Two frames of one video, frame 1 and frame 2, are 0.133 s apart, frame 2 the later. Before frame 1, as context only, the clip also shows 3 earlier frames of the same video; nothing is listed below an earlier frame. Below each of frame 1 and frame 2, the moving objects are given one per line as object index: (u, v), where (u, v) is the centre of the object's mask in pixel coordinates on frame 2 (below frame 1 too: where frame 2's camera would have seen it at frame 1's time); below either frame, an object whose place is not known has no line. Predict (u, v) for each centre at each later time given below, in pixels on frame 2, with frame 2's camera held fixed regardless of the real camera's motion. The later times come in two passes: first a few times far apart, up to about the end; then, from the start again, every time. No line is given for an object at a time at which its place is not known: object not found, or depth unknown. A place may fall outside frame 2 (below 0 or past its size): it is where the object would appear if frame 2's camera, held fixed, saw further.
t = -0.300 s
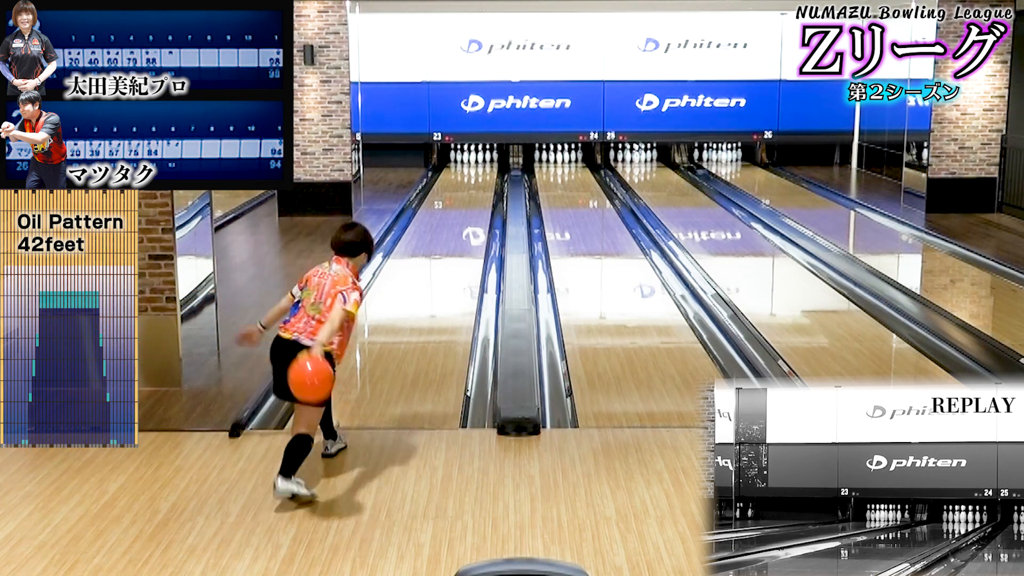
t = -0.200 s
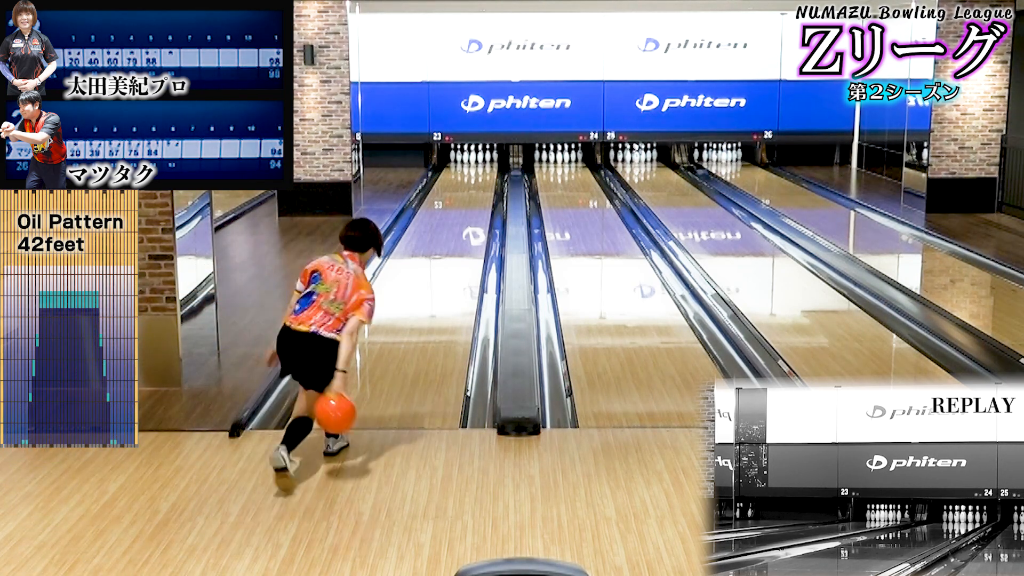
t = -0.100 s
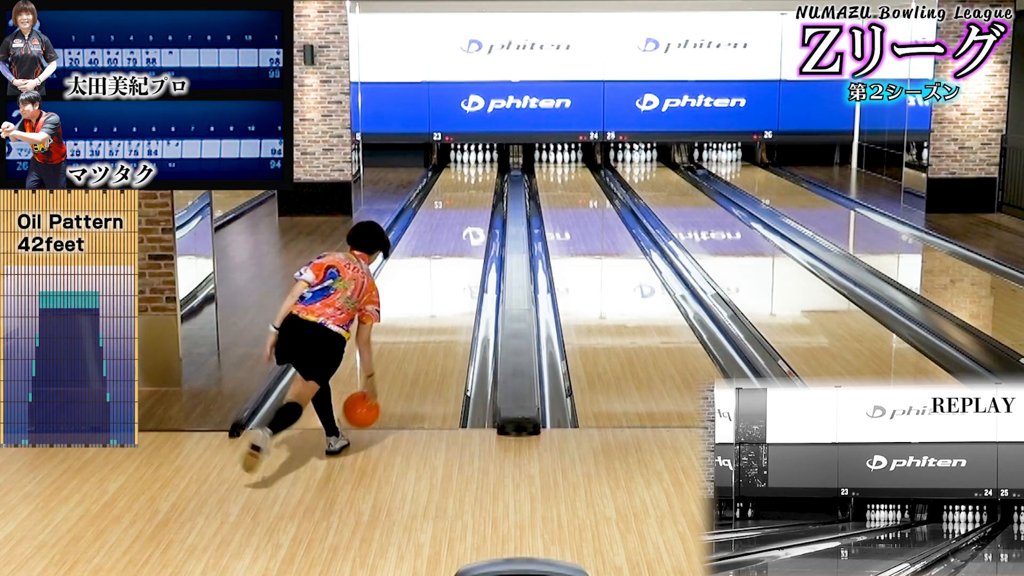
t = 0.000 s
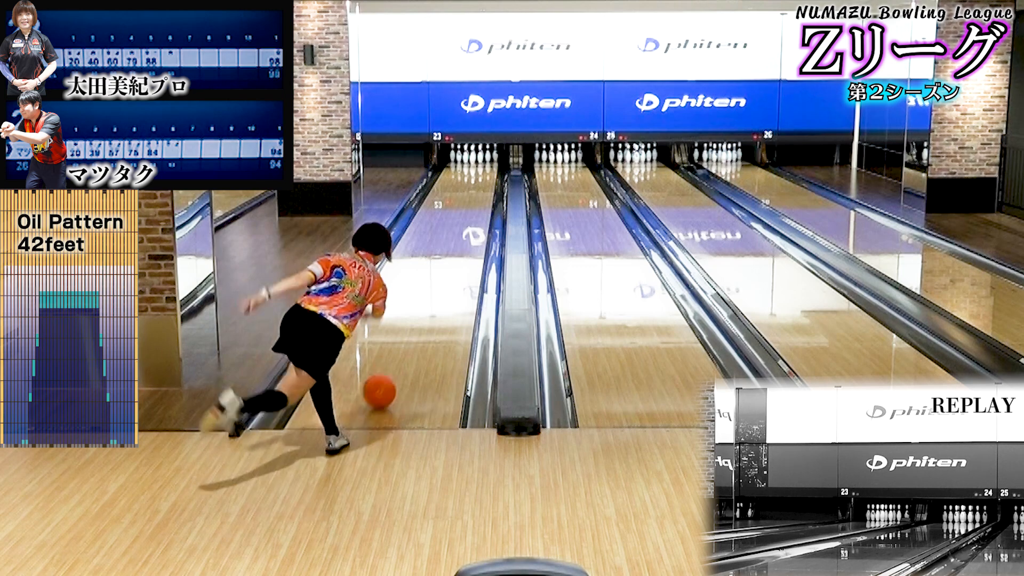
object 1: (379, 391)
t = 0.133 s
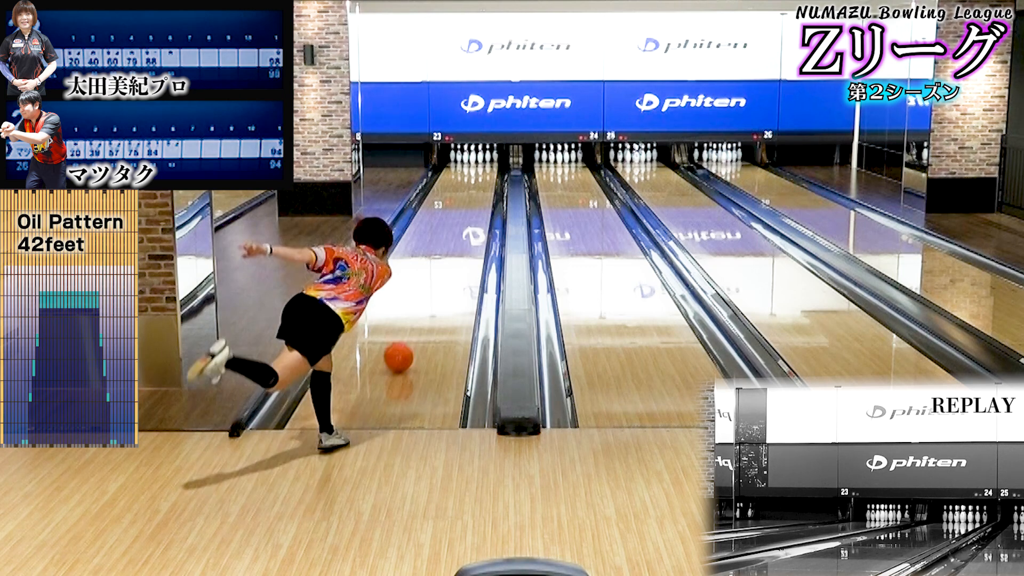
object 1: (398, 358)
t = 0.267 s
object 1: (414, 329)
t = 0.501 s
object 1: (435, 291)
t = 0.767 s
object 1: (452, 259)
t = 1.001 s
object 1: (463, 238)
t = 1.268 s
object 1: (473, 218)
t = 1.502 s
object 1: (481, 204)
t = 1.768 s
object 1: (485, 191)
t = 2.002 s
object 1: (488, 181)
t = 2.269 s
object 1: (488, 173)
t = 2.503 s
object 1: (484, 168)
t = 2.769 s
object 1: (480, 162)
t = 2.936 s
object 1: (480, 159)
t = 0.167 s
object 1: (402, 350)
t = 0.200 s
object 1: (406, 342)
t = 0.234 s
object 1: (411, 336)
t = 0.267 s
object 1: (414, 329)
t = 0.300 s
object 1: (418, 323)
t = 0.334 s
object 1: (421, 317)
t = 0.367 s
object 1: (424, 311)
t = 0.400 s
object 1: (426, 306)
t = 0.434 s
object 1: (429, 301)
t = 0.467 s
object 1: (432, 296)
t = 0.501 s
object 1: (435, 291)
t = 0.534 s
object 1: (437, 287)
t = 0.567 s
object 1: (439, 282)
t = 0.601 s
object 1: (442, 278)
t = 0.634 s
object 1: (444, 274)
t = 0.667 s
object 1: (446, 270)
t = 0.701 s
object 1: (448, 266)
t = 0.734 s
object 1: (450, 262)
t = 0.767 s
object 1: (452, 259)
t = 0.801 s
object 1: (454, 255)
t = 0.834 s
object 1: (456, 252)
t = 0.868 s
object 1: (457, 249)
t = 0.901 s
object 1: (459, 246)
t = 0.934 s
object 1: (460, 243)
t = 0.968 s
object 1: (462, 241)
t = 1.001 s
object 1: (463, 238)
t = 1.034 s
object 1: (465, 235)
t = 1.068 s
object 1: (466, 232)
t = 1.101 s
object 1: (467, 230)
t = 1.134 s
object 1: (469, 227)
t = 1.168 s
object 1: (470, 225)
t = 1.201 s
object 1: (471, 222)
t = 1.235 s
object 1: (473, 220)
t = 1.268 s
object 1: (473, 218)
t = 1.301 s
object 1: (474, 216)
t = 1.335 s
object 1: (475, 214)
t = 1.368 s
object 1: (476, 212)
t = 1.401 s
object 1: (478, 210)
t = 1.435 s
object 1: (478, 208)
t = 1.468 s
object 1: (479, 206)
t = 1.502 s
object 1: (481, 204)
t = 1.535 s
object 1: (481, 203)
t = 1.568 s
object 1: (481, 200)
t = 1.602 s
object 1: (482, 199)
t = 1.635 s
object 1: (483, 197)
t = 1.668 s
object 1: (483, 196)
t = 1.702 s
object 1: (485, 194)
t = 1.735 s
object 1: (485, 193)
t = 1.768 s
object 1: (485, 191)
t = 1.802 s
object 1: (486, 190)
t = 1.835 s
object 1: (486, 188)
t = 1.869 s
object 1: (487, 187)
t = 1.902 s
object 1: (487, 186)
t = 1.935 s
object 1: (488, 185)
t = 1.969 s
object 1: (488, 184)
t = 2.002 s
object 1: (488, 181)
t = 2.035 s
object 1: (488, 181)
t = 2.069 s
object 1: (489, 179)
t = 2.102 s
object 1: (488, 179)
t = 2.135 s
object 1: (488, 178)
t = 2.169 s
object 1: (488, 177)
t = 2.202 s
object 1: (488, 175)
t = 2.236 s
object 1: (488, 174)
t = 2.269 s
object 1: (488, 173)
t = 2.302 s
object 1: (487, 173)
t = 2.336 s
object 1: (487, 172)
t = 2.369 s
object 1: (486, 170)
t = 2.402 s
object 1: (486, 170)
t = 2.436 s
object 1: (485, 169)
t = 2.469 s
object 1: (484, 168)
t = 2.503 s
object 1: (484, 168)
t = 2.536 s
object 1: (484, 167)
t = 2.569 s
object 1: (483, 166)
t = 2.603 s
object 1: (483, 165)
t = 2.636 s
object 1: (482, 164)
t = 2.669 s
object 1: (482, 164)
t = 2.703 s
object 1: (481, 163)
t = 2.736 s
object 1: (480, 163)
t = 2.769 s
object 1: (480, 162)
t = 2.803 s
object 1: (480, 161)
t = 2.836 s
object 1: (480, 161)
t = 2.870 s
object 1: (479, 160)
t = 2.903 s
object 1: (479, 159)
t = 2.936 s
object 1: (480, 159)
